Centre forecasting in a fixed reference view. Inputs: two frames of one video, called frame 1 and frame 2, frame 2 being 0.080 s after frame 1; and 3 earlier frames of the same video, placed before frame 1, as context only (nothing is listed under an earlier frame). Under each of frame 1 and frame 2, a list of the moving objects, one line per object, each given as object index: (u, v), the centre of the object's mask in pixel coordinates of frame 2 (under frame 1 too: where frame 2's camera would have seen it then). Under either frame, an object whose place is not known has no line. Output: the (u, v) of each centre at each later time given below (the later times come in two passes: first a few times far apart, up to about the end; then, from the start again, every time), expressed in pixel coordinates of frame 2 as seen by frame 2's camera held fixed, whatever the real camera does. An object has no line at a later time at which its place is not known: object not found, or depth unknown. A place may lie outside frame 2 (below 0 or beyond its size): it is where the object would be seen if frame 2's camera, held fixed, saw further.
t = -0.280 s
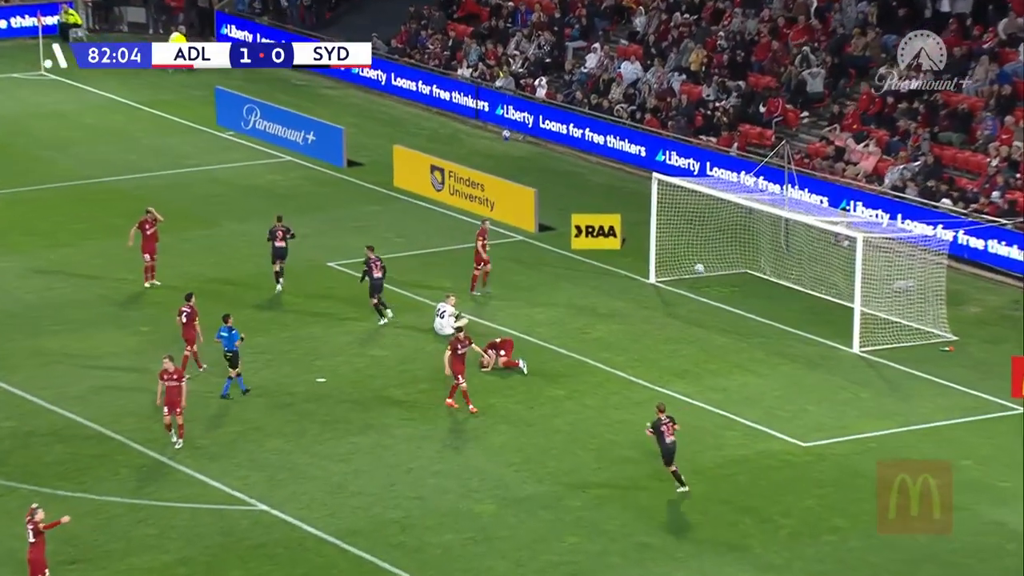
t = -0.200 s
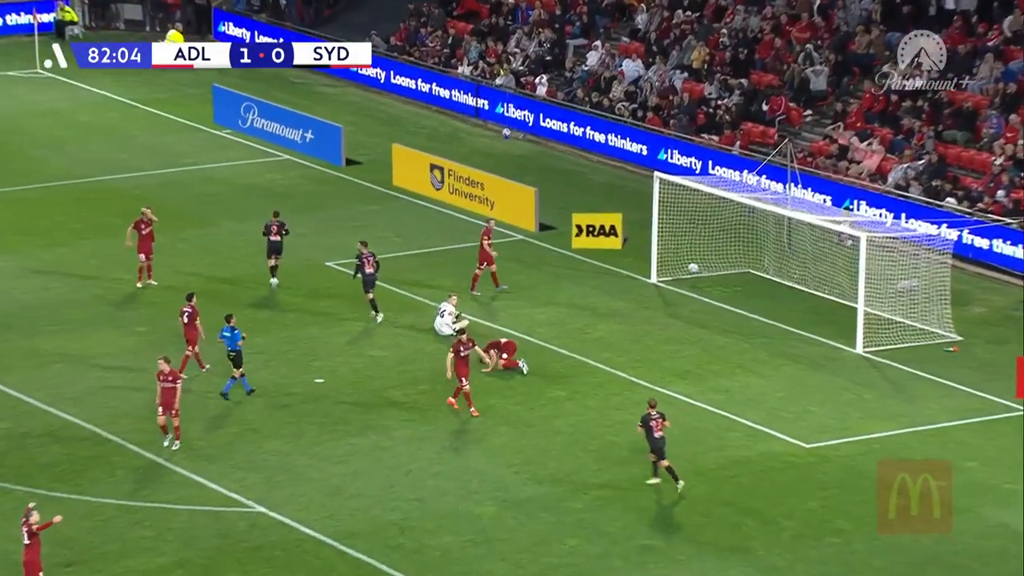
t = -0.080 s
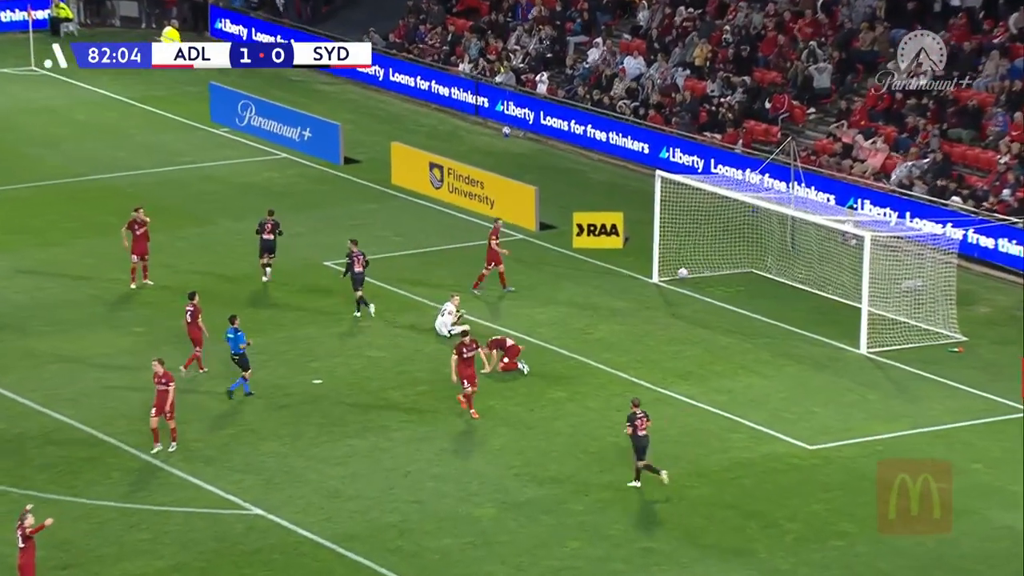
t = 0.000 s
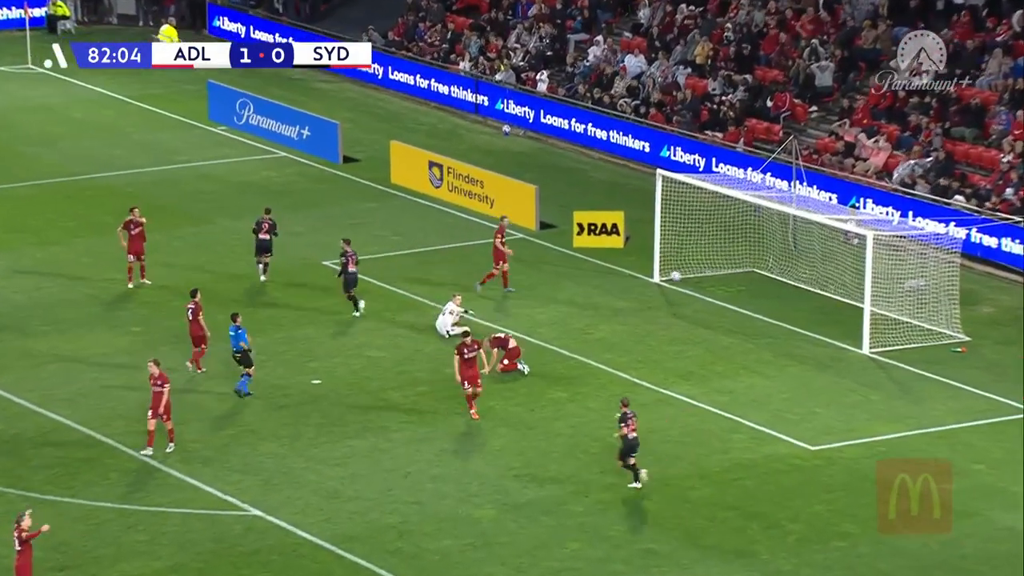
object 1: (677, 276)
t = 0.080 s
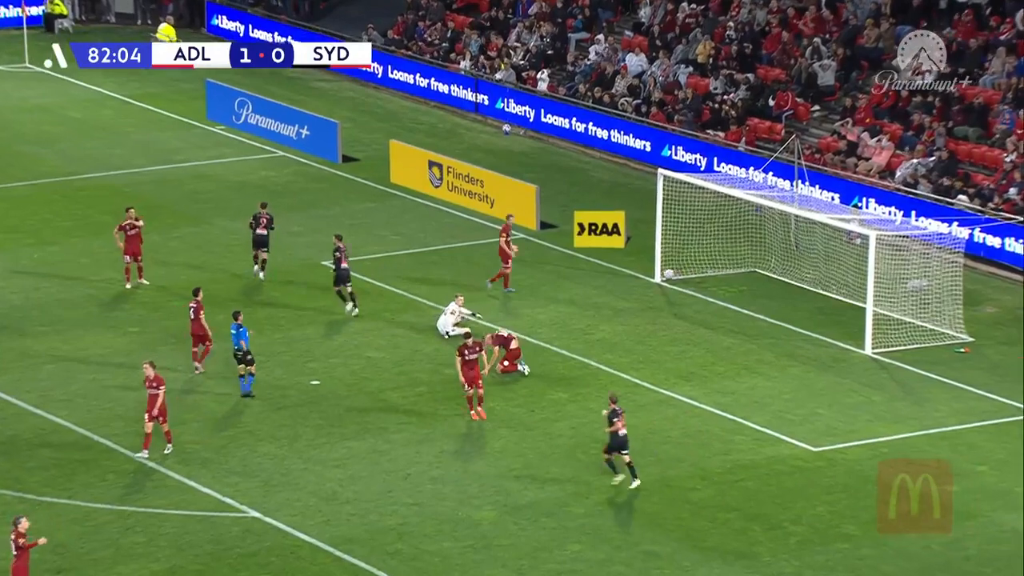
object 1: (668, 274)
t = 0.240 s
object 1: (674, 273)
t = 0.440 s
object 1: (693, 283)
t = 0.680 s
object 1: (707, 286)
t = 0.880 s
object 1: (714, 288)
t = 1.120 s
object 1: (723, 289)
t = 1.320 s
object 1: (729, 291)
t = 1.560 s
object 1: (737, 292)
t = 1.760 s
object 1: (742, 292)
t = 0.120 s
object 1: (665, 273)
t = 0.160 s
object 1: (666, 273)
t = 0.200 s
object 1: (669, 273)
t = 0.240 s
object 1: (674, 273)
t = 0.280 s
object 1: (678, 274)
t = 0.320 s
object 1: (681, 275)
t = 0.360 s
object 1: (685, 278)
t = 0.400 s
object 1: (690, 281)
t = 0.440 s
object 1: (693, 283)
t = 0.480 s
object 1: (695, 282)
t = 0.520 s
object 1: (697, 282)
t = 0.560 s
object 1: (700, 282)
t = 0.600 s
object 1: (702, 284)
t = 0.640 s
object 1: (705, 286)
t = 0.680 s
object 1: (707, 286)
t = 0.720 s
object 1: (708, 286)
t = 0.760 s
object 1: (709, 286)
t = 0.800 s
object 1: (711, 288)
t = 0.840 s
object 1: (713, 288)
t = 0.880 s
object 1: (714, 288)
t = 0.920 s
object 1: (716, 288)
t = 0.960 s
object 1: (717, 289)
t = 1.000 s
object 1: (719, 289)
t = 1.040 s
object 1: (720, 289)
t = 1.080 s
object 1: (722, 289)
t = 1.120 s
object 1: (723, 289)
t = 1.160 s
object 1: (724, 290)
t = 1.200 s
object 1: (725, 290)
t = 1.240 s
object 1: (727, 290)
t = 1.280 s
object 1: (728, 290)
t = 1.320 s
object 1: (729, 291)
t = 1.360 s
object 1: (730, 291)
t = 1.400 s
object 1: (732, 291)
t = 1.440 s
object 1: (734, 291)
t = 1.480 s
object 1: (734, 291)
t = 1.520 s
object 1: (735, 292)
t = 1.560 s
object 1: (737, 292)
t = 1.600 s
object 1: (738, 292)
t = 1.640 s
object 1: (739, 292)
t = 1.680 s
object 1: (740, 292)
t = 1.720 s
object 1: (741, 292)
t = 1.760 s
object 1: (742, 292)
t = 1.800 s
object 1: (743, 293)
